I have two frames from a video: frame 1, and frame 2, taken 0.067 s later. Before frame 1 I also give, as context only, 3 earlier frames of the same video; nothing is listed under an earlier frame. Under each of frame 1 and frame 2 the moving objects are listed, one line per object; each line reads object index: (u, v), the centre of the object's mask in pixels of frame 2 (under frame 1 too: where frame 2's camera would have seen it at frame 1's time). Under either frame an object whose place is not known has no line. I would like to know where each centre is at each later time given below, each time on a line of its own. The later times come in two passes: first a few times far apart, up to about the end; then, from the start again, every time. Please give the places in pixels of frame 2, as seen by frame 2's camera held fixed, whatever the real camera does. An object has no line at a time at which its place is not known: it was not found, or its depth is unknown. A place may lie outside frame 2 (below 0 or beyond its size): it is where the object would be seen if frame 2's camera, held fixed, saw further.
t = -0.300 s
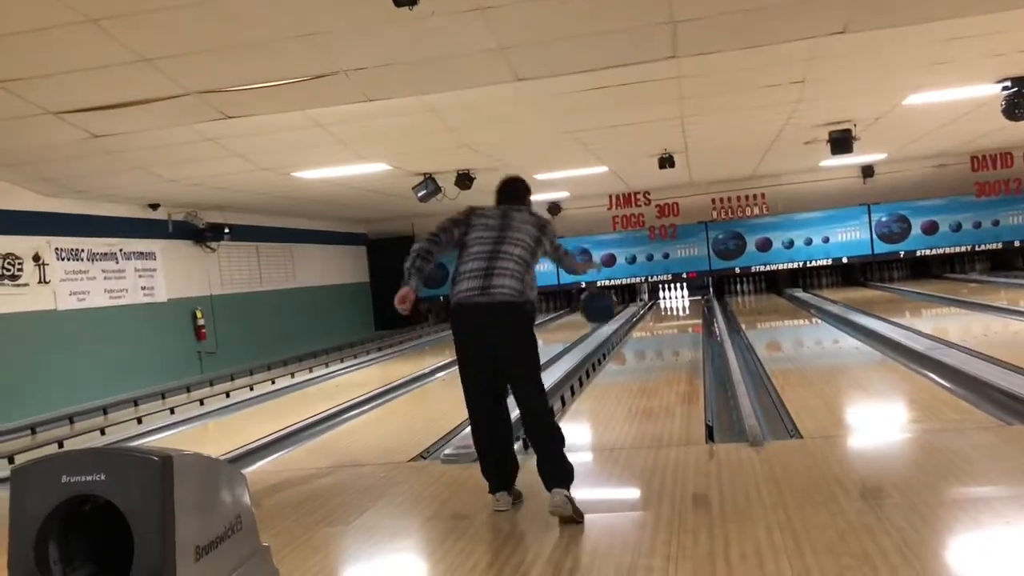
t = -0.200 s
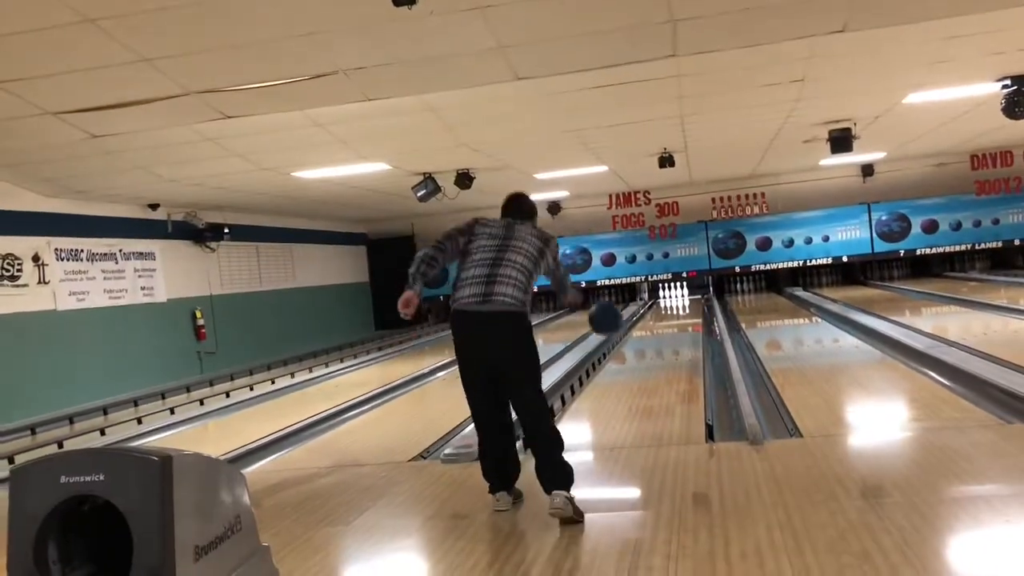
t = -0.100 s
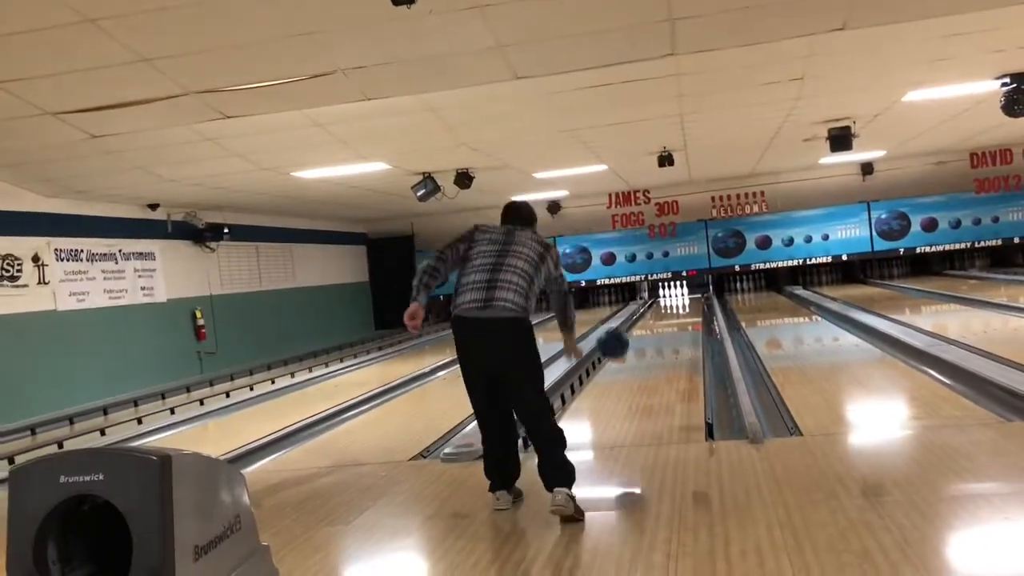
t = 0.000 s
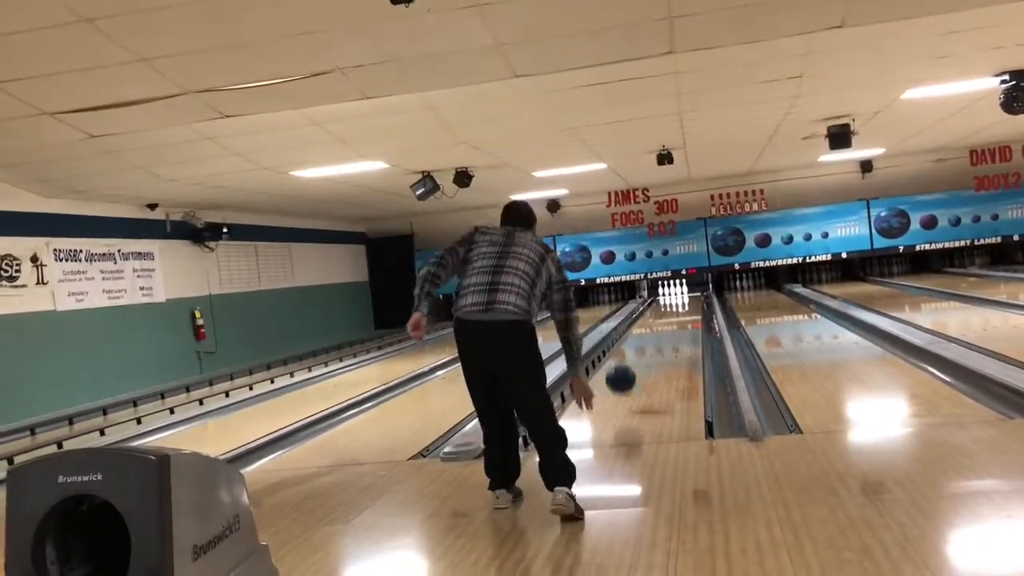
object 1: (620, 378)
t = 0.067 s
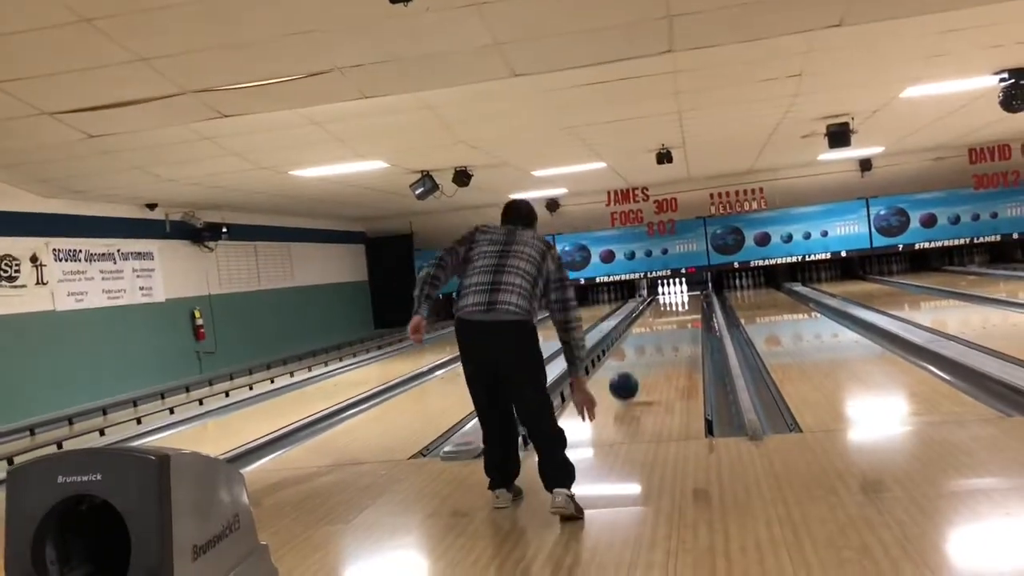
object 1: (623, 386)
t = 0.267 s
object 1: (629, 374)
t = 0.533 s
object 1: (634, 359)
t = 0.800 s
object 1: (637, 347)
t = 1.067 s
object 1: (641, 338)
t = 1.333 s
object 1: (644, 330)
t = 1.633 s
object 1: (647, 324)
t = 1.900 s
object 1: (650, 319)
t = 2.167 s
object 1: (654, 314)
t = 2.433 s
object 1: (656, 310)
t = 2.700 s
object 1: (659, 306)
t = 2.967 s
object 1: (659, 304)
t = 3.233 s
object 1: (662, 302)
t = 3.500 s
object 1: (664, 298)
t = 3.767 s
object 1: (666, 297)
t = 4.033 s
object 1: (668, 295)
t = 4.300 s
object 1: (672, 293)
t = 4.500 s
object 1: (674, 292)
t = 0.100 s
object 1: (624, 381)
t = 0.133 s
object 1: (625, 378)
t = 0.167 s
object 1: (626, 377)
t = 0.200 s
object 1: (627, 377)
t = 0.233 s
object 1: (628, 376)
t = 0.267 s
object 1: (629, 374)
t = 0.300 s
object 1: (629, 372)
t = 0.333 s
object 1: (630, 370)
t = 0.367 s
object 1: (631, 368)
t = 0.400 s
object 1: (631, 366)
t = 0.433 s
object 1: (632, 364)
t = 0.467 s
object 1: (632, 362)
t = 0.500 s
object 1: (633, 360)
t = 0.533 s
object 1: (634, 359)
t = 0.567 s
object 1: (634, 357)
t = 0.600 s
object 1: (634, 355)
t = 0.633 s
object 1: (635, 354)
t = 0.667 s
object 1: (635, 352)
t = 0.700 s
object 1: (636, 351)
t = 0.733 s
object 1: (636, 349)
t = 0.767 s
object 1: (637, 348)
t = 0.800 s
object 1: (637, 347)
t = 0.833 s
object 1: (638, 345)
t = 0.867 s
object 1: (638, 344)
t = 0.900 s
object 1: (639, 343)
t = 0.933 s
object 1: (639, 342)
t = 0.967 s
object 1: (640, 341)
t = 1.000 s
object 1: (640, 340)
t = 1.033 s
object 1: (641, 339)
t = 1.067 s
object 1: (641, 338)
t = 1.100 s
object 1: (641, 337)
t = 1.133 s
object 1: (642, 335)
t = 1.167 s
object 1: (642, 334)
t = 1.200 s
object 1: (643, 333)
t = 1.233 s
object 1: (643, 333)
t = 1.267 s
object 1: (644, 332)
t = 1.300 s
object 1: (644, 331)
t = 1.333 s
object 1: (644, 330)
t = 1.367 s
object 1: (645, 329)
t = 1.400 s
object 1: (645, 329)
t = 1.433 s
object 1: (646, 328)
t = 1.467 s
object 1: (646, 327)
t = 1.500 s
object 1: (646, 326)
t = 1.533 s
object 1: (646, 325)
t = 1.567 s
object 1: (647, 325)
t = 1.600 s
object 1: (647, 324)
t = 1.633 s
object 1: (647, 324)
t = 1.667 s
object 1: (647, 323)
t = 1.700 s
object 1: (648, 323)
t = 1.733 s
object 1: (649, 321)
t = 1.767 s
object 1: (649, 321)
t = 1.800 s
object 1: (649, 320)
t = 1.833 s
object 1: (650, 319)
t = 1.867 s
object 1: (650, 319)
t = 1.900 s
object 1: (650, 319)
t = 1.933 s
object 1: (651, 318)
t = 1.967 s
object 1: (652, 317)
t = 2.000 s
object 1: (651, 317)
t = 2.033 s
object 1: (652, 316)
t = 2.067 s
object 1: (652, 315)
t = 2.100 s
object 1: (652, 315)
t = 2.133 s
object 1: (653, 314)
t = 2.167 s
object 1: (654, 314)
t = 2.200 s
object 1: (653, 313)
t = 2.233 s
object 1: (654, 312)
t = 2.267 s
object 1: (654, 311)
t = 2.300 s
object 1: (655, 310)
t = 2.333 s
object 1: (655, 311)
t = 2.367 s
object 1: (655, 311)
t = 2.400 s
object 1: (655, 311)
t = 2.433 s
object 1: (656, 310)
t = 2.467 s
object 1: (656, 309)
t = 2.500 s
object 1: (656, 309)
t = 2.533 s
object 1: (656, 309)
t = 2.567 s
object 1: (657, 308)
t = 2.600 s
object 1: (658, 307)
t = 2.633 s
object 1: (658, 307)
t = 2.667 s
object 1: (658, 306)
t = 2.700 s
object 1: (659, 306)
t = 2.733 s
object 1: (659, 305)
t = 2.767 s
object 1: (659, 305)
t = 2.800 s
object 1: (659, 305)
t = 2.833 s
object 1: (659, 305)
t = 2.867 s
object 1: (659, 305)
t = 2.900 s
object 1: (659, 305)
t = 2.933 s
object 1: (659, 305)
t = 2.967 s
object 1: (659, 304)
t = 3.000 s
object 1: (660, 303)
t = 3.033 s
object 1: (661, 303)
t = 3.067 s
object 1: (661, 303)
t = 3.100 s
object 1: (661, 303)
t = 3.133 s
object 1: (661, 303)
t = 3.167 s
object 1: (660, 303)
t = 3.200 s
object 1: (662, 303)
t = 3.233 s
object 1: (662, 302)
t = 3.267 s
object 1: (662, 301)
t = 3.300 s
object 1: (663, 300)
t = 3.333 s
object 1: (663, 299)
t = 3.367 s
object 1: (664, 299)
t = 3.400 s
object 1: (665, 299)
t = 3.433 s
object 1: (665, 299)
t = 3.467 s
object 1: (665, 298)
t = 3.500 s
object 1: (664, 298)
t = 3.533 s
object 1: (665, 298)
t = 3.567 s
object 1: (665, 298)
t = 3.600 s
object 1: (665, 298)
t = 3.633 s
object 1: (666, 298)
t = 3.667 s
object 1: (666, 297)
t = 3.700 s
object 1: (666, 297)
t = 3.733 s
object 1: (666, 297)
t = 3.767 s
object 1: (666, 297)
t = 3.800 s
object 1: (667, 297)
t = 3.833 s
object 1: (667, 296)
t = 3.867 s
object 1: (667, 296)
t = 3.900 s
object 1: (667, 296)
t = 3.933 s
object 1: (667, 296)
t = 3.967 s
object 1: (669, 295)
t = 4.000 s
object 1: (667, 296)
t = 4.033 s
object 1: (668, 295)
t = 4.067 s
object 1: (670, 294)
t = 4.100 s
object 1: (670, 294)
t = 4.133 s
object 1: (671, 294)
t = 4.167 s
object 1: (670, 294)
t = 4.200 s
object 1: (671, 293)
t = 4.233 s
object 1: (672, 293)
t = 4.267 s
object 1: (672, 293)
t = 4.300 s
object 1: (672, 293)
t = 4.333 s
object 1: (673, 292)
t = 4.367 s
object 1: (673, 292)
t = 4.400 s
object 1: (673, 292)
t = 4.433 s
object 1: (673, 292)
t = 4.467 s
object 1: (673, 292)
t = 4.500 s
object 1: (674, 292)
